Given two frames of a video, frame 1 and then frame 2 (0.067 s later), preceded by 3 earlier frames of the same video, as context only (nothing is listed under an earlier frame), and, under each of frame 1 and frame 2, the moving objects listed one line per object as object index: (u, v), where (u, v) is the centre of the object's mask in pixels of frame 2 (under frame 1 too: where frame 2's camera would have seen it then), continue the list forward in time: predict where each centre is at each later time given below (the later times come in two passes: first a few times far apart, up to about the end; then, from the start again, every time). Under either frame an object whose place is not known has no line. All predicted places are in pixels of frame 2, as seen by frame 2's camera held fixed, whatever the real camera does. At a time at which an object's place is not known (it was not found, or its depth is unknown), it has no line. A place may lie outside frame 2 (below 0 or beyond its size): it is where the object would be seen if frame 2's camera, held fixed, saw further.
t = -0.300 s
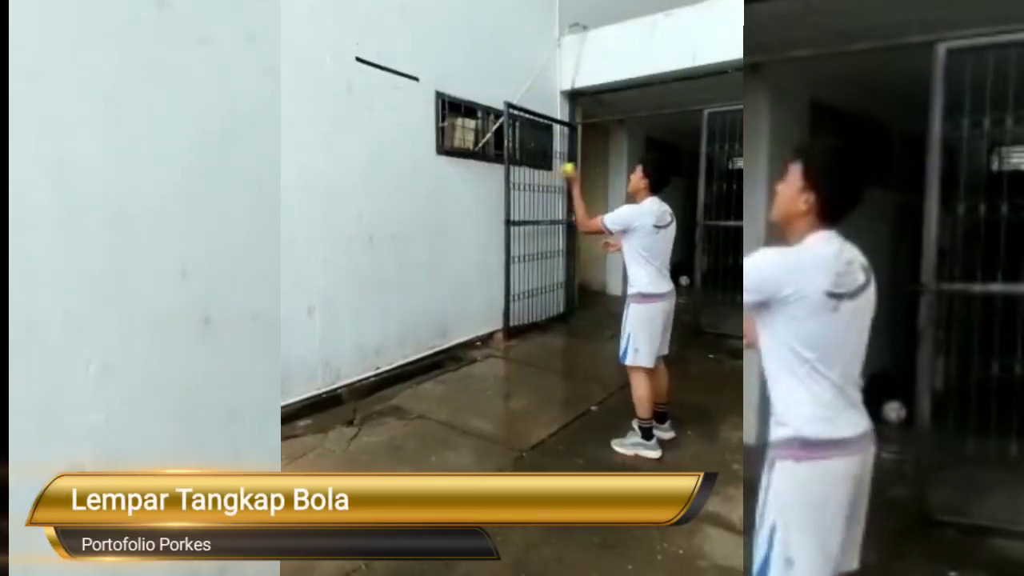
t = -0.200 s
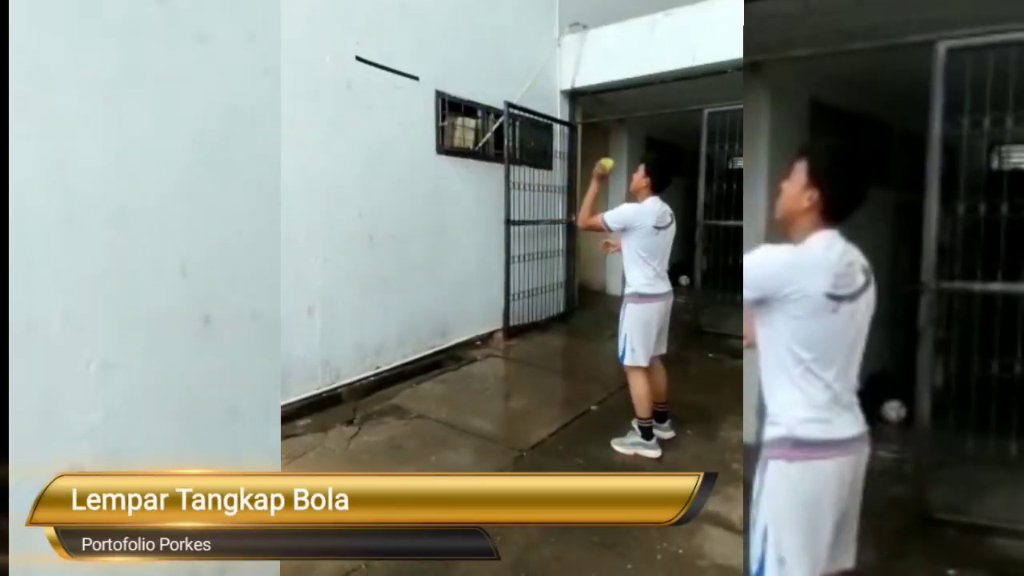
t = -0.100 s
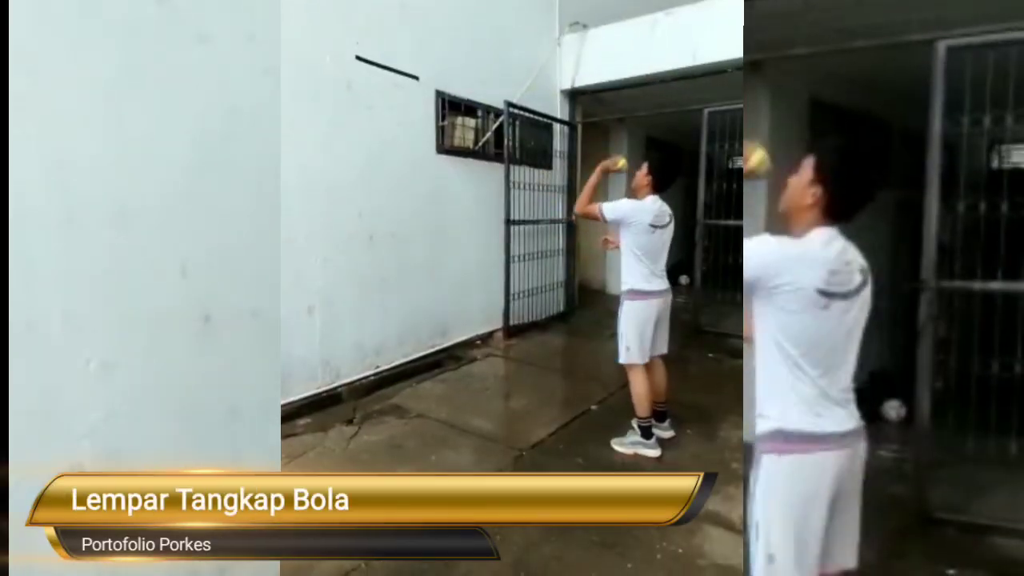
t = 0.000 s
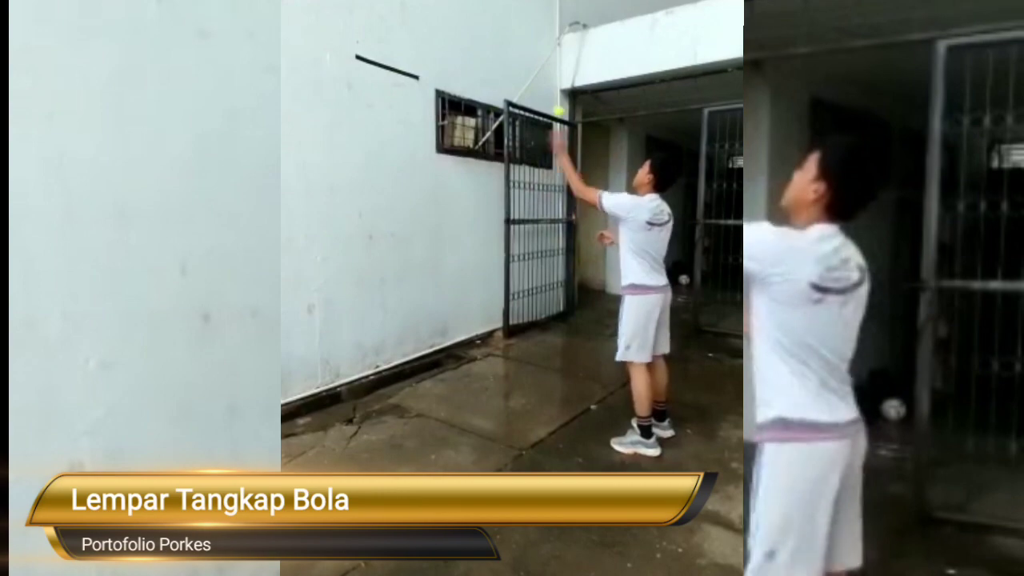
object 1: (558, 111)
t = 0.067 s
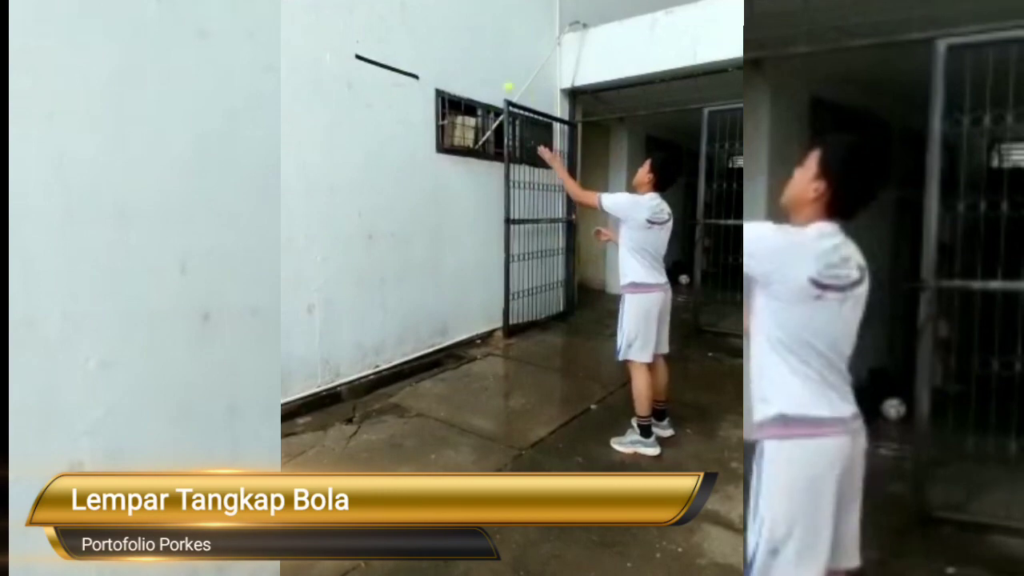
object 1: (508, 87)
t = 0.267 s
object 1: (396, 68)
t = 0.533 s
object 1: (454, 97)
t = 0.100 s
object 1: (487, 79)
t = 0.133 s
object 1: (466, 73)
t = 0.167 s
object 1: (447, 70)
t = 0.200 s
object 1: (430, 67)
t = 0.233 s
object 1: (413, 68)
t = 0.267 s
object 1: (396, 68)
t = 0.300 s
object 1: (381, 72)
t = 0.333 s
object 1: (382, 72)
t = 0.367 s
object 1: (394, 72)
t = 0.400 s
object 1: (405, 73)
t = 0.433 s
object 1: (417, 77)
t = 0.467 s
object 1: (430, 83)
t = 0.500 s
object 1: (441, 89)
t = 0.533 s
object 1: (454, 97)
